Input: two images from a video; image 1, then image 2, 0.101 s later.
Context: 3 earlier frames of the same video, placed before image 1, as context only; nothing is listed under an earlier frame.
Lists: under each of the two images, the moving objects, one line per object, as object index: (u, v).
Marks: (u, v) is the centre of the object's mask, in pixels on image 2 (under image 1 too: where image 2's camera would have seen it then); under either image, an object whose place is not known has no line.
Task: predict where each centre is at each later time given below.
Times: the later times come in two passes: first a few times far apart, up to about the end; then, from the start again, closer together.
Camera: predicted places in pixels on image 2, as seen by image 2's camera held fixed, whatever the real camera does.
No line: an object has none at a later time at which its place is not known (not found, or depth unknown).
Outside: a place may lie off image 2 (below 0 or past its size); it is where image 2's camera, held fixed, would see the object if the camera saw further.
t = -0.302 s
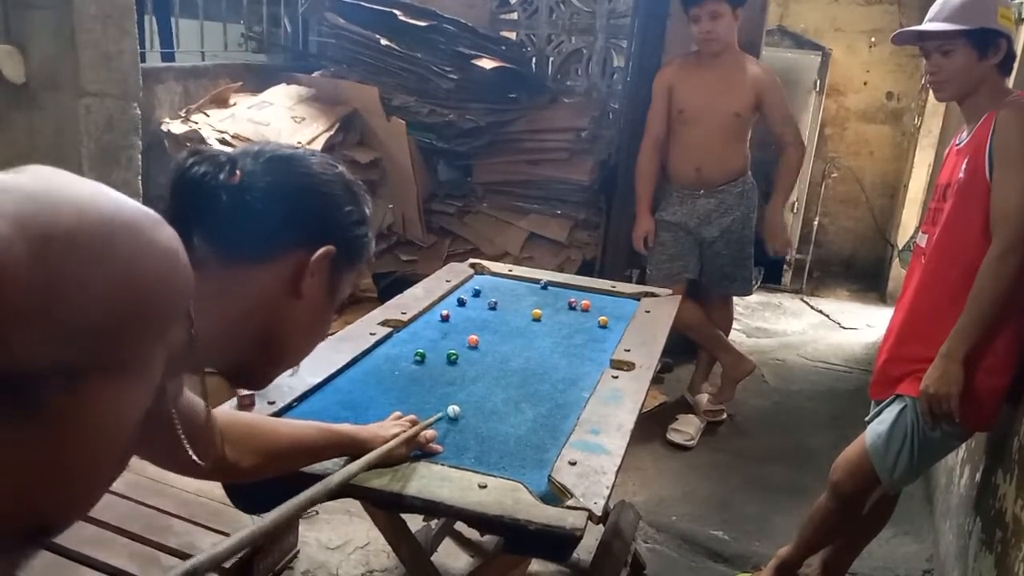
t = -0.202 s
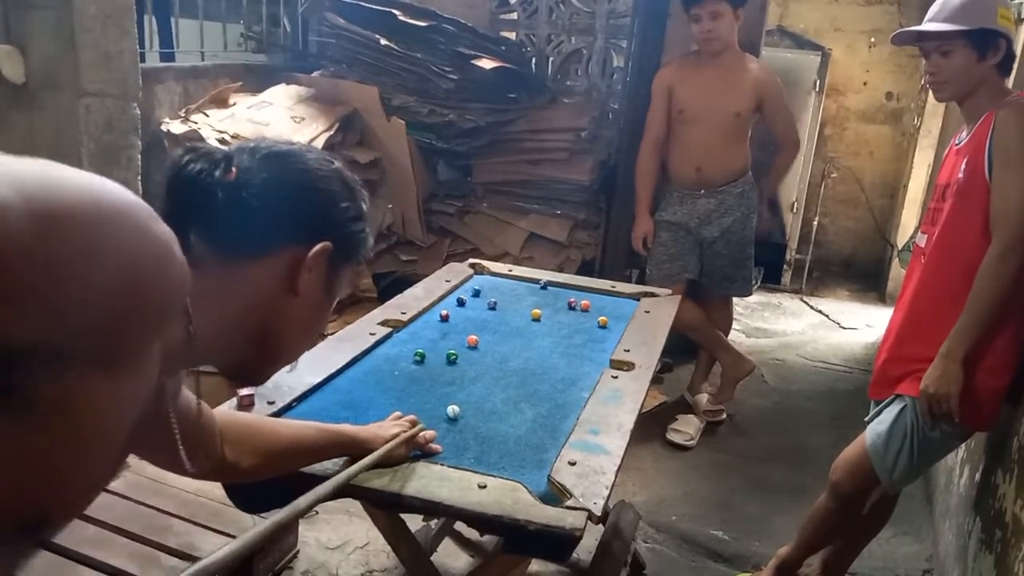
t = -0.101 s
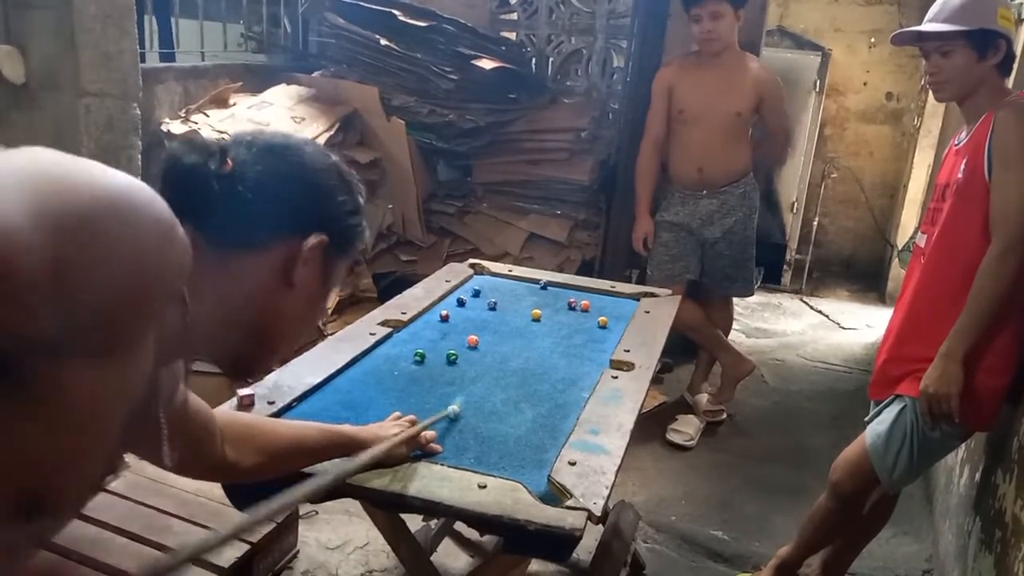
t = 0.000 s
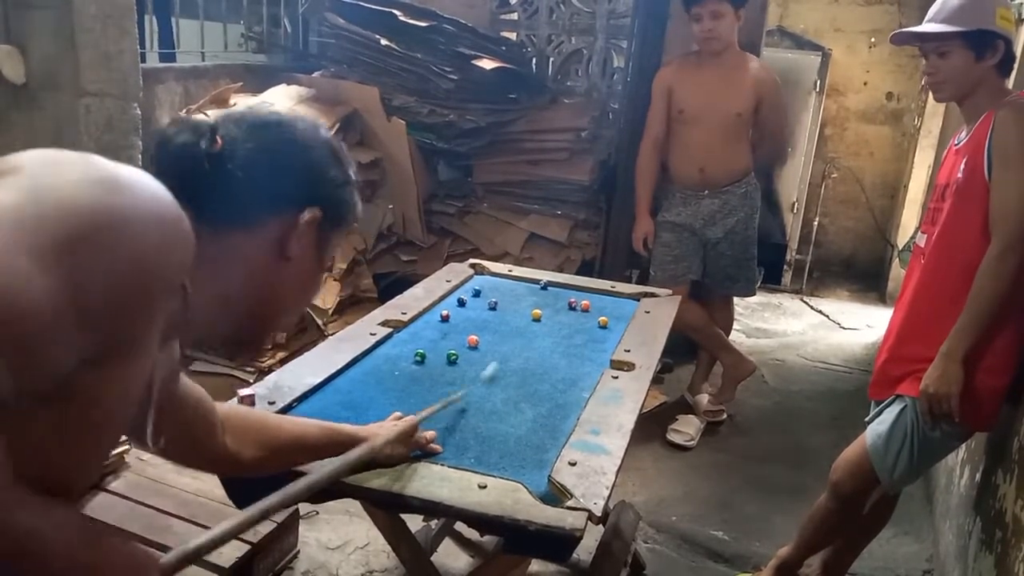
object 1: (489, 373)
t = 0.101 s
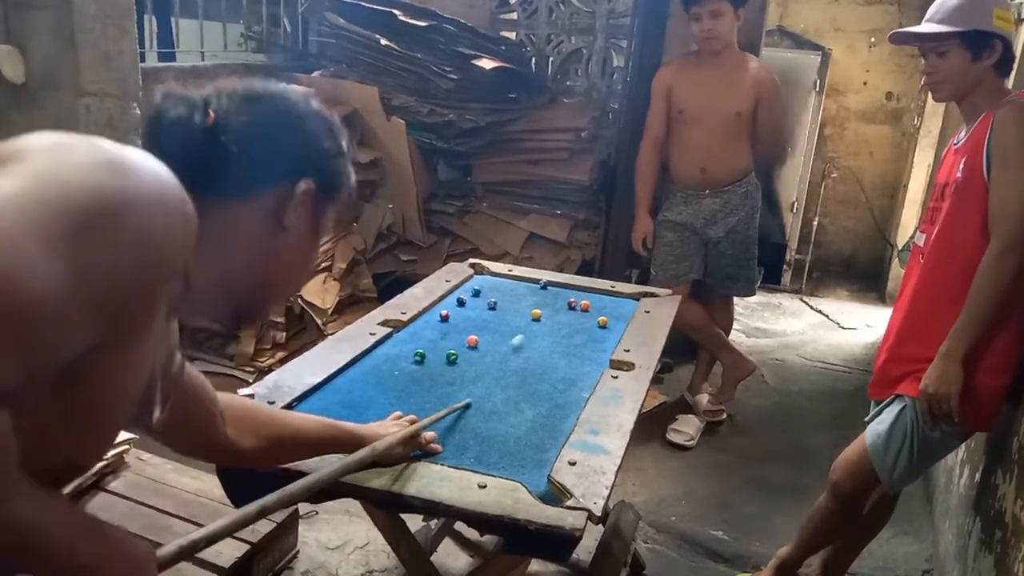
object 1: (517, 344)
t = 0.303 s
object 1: (572, 310)
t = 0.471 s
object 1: (593, 303)
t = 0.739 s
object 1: (615, 295)
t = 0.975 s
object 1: (621, 298)
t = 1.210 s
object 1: (622, 300)
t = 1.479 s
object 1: (621, 300)
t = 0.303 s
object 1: (572, 310)
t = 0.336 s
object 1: (579, 307)
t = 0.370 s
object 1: (582, 307)
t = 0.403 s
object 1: (586, 305)
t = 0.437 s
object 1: (589, 304)
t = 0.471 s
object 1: (593, 303)
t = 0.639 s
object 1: (608, 297)
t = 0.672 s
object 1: (610, 296)
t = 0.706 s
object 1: (613, 296)
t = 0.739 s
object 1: (615, 295)
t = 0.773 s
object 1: (618, 294)
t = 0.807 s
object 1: (618, 294)
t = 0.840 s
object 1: (619, 295)
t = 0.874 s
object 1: (619, 296)
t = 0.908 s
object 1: (620, 297)
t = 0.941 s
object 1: (620, 297)
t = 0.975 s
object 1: (621, 298)
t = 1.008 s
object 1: (621, 298)
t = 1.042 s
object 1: (621, 299)
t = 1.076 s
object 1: (622, 299)
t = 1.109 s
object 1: (622, 300)
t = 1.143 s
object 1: (622, 300)
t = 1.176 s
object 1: (622, 300)
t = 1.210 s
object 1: (622, 300)
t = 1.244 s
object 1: (622, 300)
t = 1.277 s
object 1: (622, 300)
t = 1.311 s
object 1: (622, 300)
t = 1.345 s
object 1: (622, 301)
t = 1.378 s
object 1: (622, 300)
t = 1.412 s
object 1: (622, 300)
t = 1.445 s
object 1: (622, 301)
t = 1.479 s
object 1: (621, 300)
